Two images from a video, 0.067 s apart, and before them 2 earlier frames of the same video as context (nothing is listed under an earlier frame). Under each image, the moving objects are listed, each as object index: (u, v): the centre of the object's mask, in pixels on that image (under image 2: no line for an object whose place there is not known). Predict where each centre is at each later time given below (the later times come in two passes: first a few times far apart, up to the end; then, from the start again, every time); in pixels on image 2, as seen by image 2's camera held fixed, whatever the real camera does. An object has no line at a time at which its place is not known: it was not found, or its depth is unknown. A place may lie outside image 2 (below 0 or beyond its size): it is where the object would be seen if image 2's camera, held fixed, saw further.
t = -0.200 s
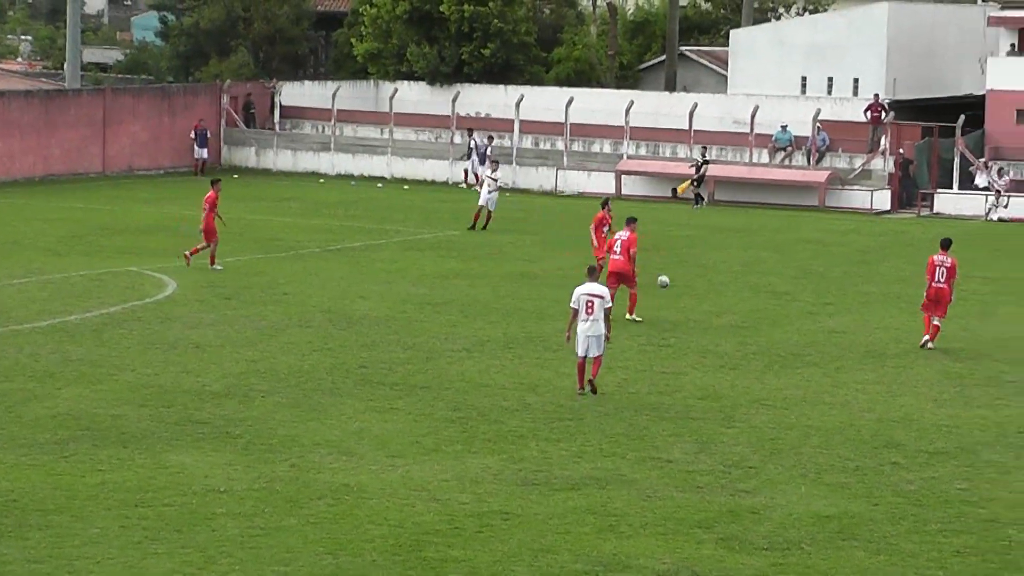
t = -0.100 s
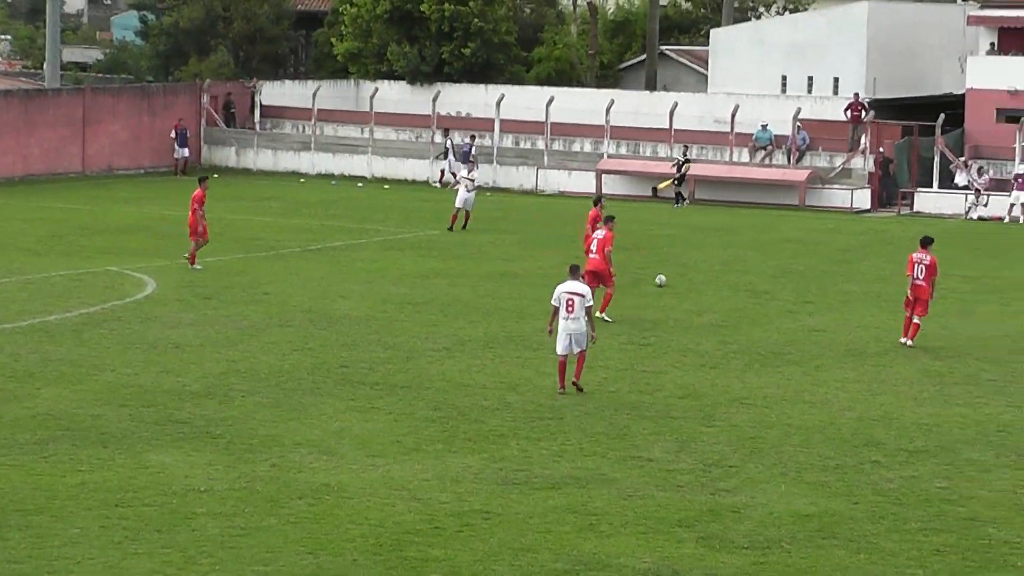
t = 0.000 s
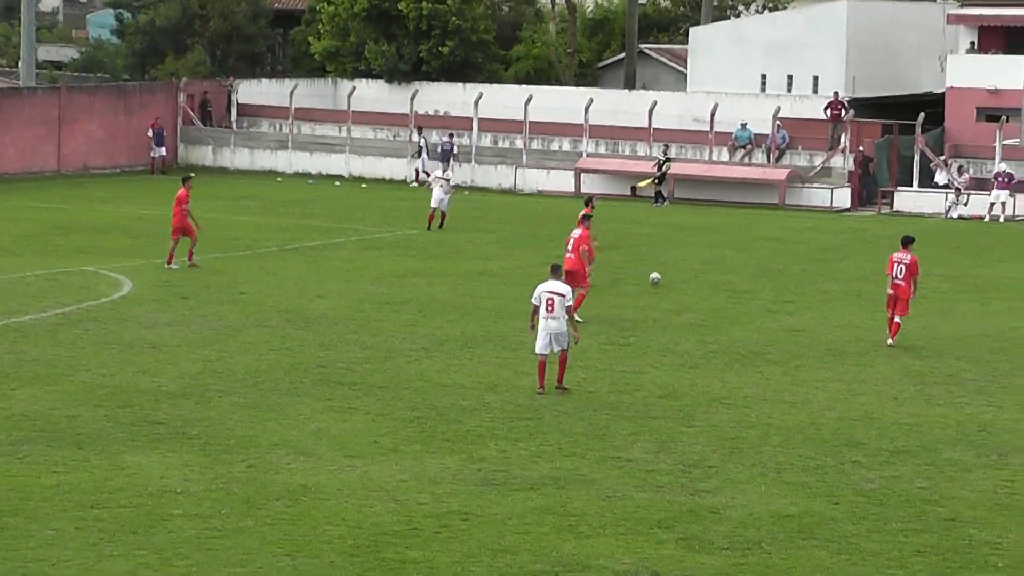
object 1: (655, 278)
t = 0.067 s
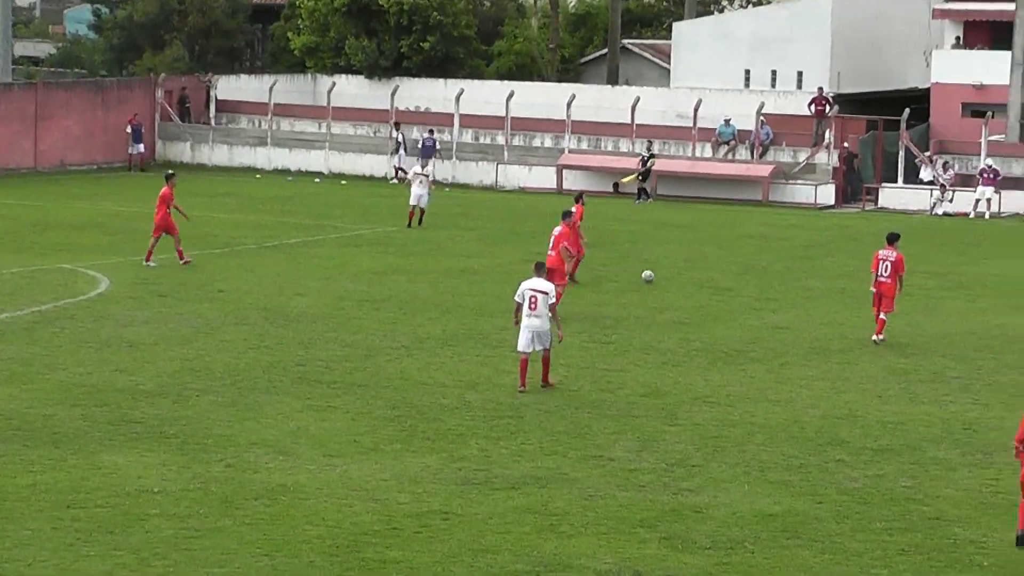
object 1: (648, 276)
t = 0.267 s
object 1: (677, 277)
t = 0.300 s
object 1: (682, 277)
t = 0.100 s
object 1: (653, 278)
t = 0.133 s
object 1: (658, 277)
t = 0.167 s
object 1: (663, 277)
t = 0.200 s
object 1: (668, 276)
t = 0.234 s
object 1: (672, 276)
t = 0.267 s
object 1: (677, 277)
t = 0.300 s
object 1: (682, 277)
